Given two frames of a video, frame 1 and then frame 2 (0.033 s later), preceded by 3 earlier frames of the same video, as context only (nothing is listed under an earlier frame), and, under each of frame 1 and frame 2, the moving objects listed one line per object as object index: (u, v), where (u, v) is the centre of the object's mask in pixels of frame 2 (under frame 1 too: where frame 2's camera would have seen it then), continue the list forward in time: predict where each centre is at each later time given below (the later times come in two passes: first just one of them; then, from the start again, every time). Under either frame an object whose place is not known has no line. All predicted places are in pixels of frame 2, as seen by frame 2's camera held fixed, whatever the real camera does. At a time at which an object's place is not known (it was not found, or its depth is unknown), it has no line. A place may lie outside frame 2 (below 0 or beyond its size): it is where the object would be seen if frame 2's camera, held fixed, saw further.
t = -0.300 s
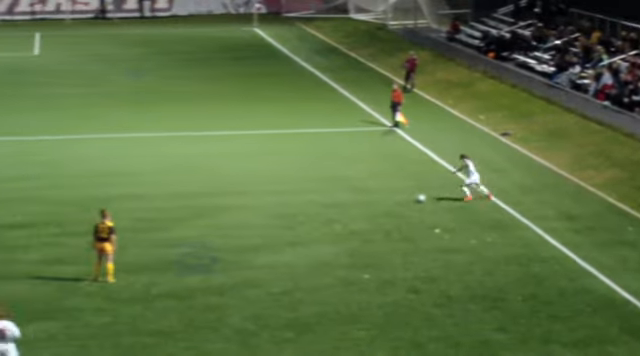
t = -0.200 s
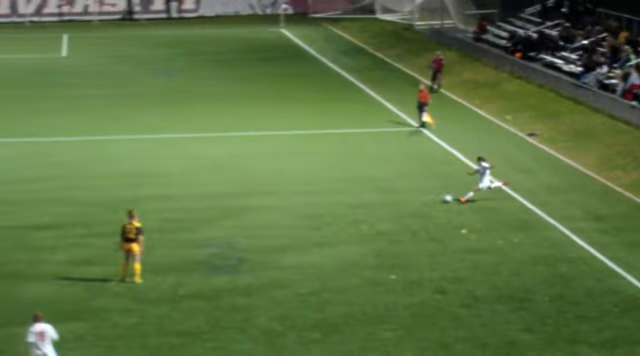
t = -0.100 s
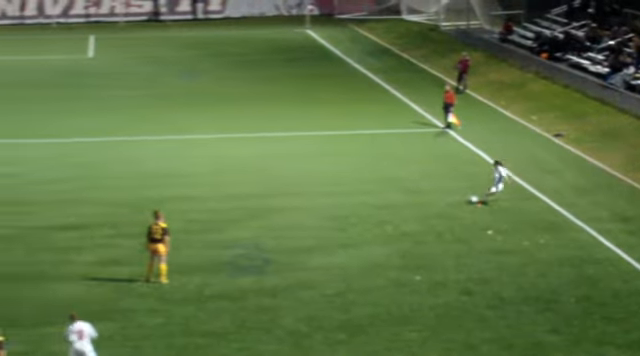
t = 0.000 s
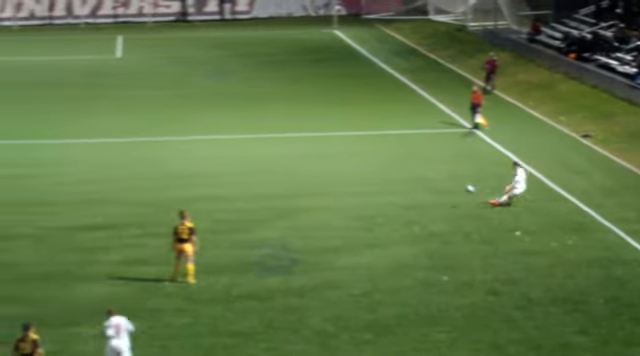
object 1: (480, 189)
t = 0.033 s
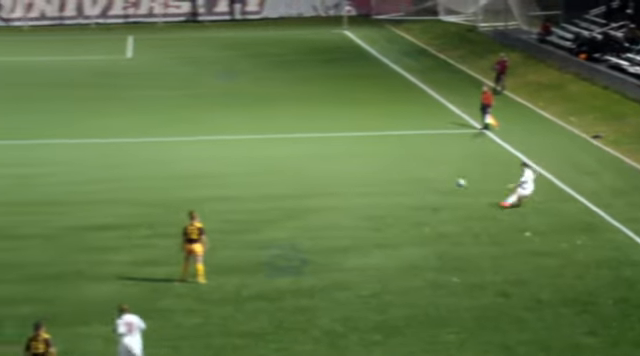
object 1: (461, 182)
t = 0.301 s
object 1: (318, 132)
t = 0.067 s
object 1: (443, 176)
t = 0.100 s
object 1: (424, 169)
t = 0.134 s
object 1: (407, 163)
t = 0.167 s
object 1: (389, 156)
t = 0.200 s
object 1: (371, 150)
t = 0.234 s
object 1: (353, 144)
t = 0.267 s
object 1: (336, 138)
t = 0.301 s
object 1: (318, 132)
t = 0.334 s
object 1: (301, 126)
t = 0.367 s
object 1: (283, 120)
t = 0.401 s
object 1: (266, 115)
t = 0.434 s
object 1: (248, 109)
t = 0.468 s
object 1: (231, 104)
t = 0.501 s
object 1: (214, 98)
